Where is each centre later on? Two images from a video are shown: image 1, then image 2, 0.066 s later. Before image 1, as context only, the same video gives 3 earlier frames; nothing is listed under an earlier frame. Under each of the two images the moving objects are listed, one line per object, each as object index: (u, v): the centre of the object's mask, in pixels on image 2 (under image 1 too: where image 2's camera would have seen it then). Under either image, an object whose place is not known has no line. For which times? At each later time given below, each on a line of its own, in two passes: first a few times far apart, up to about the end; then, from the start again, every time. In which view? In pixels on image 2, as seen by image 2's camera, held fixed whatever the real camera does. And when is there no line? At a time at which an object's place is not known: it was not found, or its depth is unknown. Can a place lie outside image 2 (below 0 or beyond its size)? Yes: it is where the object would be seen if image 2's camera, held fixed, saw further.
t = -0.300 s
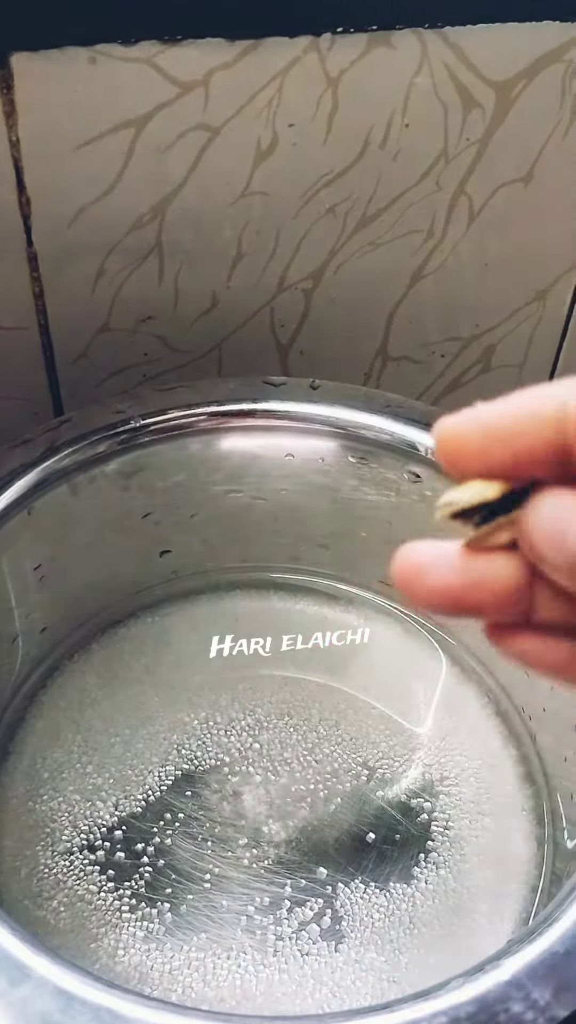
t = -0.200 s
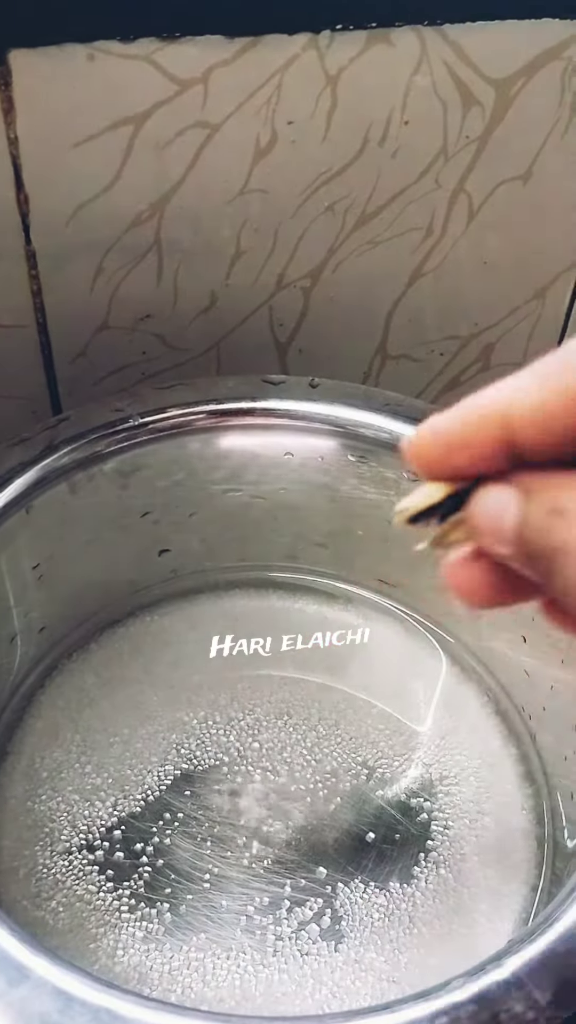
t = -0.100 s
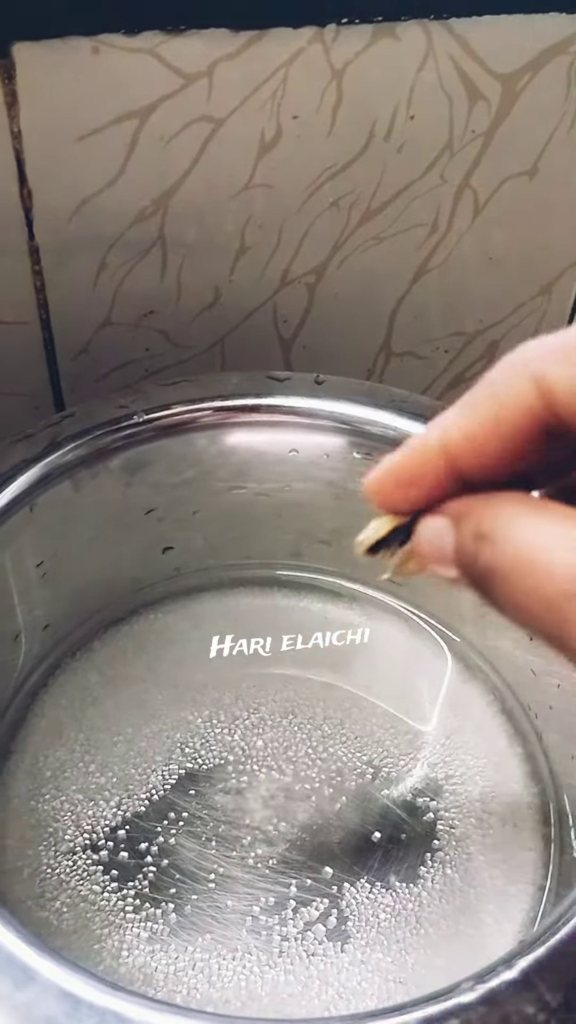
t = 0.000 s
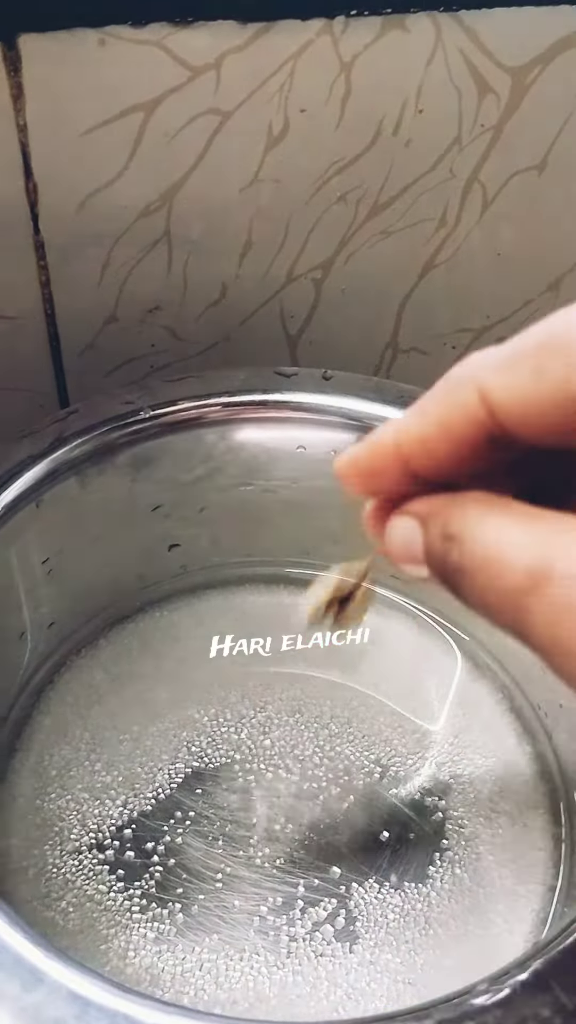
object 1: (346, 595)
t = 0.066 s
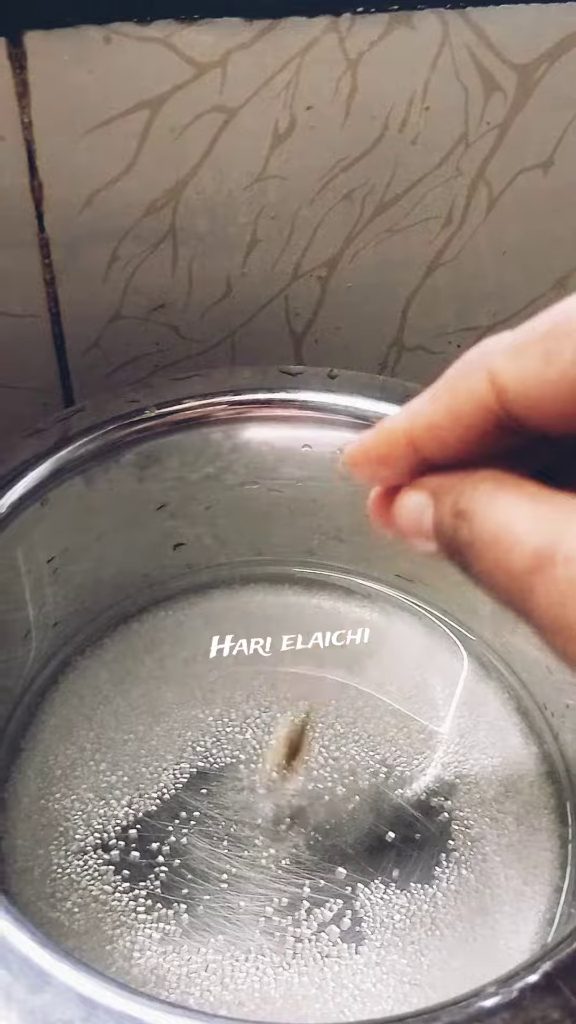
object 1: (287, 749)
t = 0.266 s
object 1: (286, 802)
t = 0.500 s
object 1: (293, 795)
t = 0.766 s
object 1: (297, 793)
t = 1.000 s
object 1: (299, 798)
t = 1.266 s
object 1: (299, 801)
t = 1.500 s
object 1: (297, 804)
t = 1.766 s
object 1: (297, 808)
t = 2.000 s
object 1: (294, 808)
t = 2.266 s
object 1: (293, 811)
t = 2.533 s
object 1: (291, 815)
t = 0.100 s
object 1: (276, 808)
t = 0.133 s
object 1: (277, 817)
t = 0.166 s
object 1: (276, 809)
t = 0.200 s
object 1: (281, 815)
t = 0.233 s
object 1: (281, 810)
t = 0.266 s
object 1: (286, 802)
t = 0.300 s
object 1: (286, 801)
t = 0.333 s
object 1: (286, 800)
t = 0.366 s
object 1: (288, 799)
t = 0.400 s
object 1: (290, 797)
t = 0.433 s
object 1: (291, 796)
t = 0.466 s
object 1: (292, 796)
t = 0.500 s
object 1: (293, 795)
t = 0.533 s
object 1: (294, 794)
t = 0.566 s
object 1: (295, 795)
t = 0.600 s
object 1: (295, 795)
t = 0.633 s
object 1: (296, 795)
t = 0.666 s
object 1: (296, 795)
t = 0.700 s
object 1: (296, 795)
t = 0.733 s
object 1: (296, 793)
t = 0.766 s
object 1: (297, 793)
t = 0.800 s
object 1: (297, 793)
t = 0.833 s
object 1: (298, 794)
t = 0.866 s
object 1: (298, 795)
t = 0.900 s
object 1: (299, 795)
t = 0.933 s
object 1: (298, 795)
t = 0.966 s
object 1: (298, 795)
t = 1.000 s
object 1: (299, 798)
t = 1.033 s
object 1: (300, 800)
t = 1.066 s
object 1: (299, 799)
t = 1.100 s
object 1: (299, 796)
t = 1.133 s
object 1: (300, 798)
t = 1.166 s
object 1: (299, 800)
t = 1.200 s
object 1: (298, 801)
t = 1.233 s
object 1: (298, 800)
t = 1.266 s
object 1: (299, 801)
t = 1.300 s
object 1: (299, 801)
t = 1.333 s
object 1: (298, 803)
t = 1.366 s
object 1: (297, 804)
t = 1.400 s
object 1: (298, 803)
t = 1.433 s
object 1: (298, 803)
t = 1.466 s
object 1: (298, 803)
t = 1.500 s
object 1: (297, 804)
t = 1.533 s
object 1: (297, 805)
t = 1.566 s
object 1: (297, 805)
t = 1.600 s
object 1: (296, 805)
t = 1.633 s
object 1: (296, 805)
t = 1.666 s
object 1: (296, 805)
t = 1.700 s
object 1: (297, 806)
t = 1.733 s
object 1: (297, 806)
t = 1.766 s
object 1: (297, 808)
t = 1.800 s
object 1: (296, 807)
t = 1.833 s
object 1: (295, 807)
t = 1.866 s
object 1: (296, 806)
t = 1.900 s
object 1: (296, 807)
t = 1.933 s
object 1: (296, 807)
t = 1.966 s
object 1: (295, 808)
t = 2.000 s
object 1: (294, 808)
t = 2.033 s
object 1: (295, 808)
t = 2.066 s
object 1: (295, 808)
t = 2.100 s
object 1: (295, 810)
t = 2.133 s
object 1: (294, 810)
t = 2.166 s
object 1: (294, 810)
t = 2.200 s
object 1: (295, 810)
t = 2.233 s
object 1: (294, 810)
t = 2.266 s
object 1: (293, 811)
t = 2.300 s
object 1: (293, 811)
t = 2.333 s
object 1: (292, 811)
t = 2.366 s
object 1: (292, 811)
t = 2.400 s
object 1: (292, 812)
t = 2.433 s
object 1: (292, 814)
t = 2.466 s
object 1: (291, 814)
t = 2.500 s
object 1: (291, 814)
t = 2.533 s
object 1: (291, 815)
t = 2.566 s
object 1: (291, 815)
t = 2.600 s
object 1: (291, 815)
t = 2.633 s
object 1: (290, 815)
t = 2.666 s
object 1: (290, 816)
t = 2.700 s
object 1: (290, 815)
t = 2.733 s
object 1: (290, 817)
